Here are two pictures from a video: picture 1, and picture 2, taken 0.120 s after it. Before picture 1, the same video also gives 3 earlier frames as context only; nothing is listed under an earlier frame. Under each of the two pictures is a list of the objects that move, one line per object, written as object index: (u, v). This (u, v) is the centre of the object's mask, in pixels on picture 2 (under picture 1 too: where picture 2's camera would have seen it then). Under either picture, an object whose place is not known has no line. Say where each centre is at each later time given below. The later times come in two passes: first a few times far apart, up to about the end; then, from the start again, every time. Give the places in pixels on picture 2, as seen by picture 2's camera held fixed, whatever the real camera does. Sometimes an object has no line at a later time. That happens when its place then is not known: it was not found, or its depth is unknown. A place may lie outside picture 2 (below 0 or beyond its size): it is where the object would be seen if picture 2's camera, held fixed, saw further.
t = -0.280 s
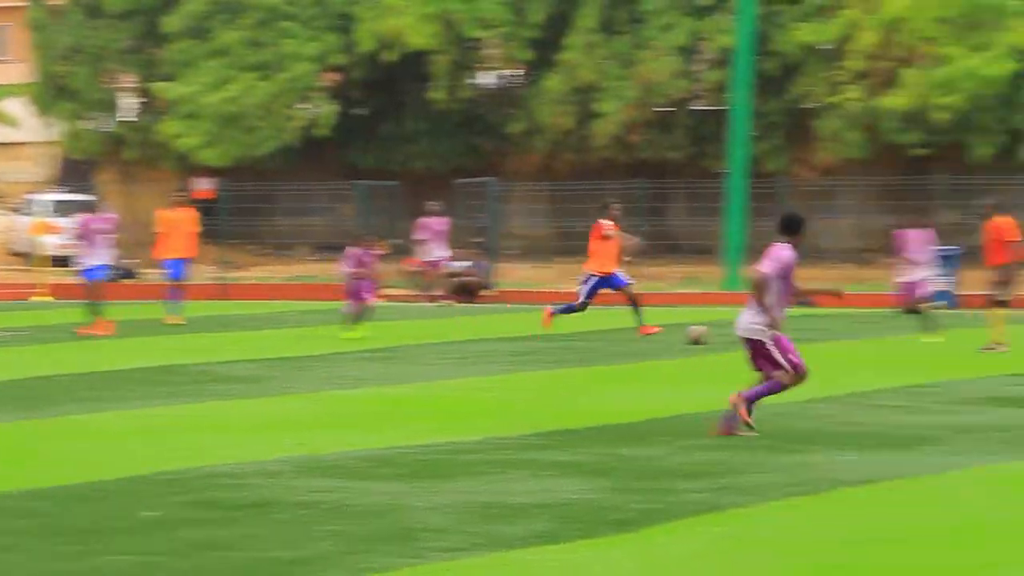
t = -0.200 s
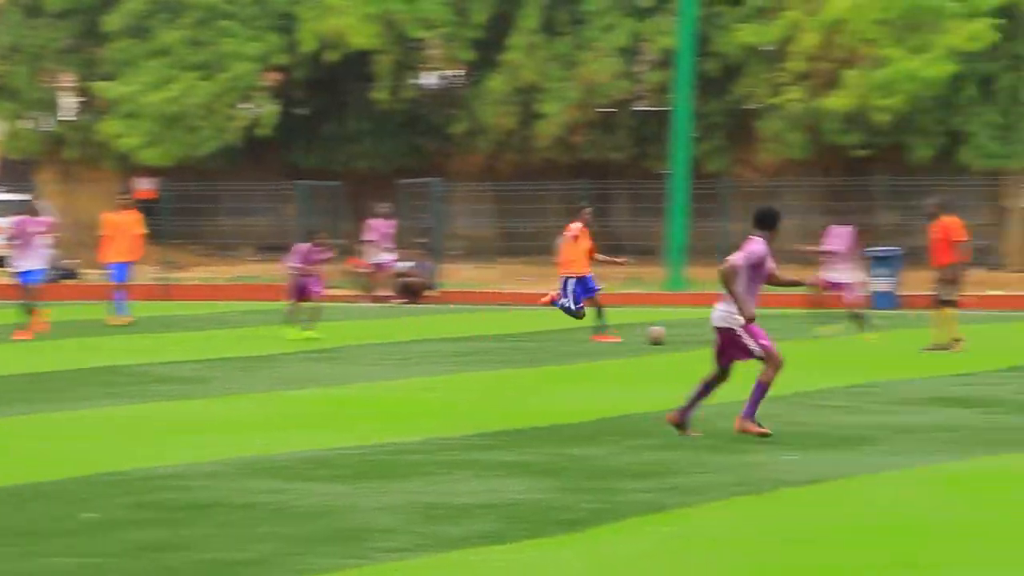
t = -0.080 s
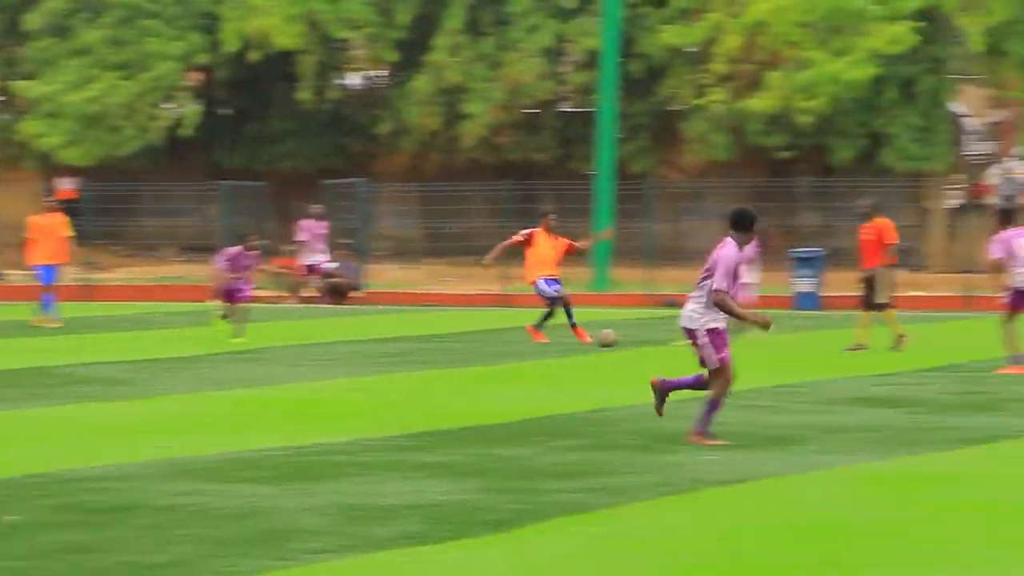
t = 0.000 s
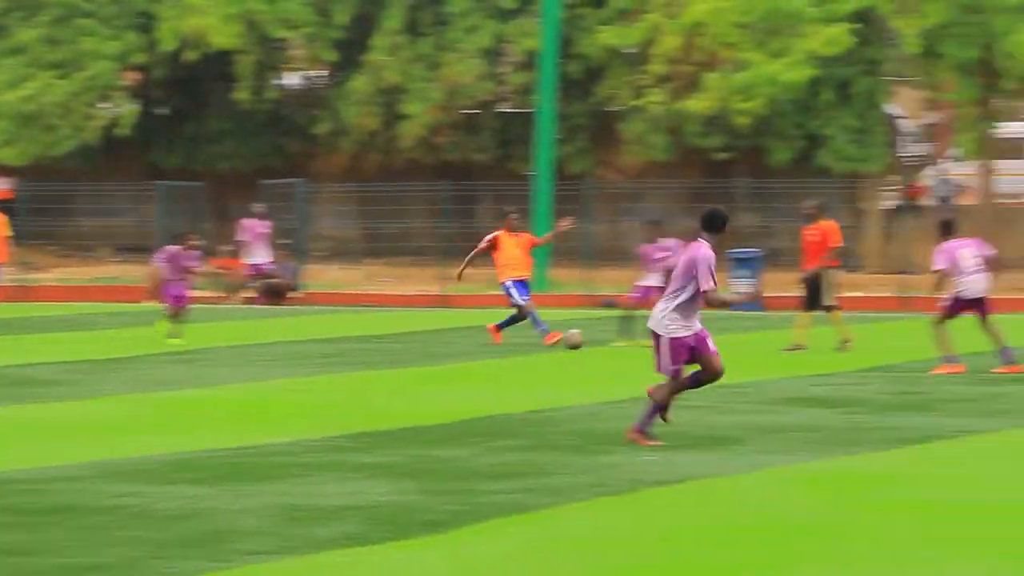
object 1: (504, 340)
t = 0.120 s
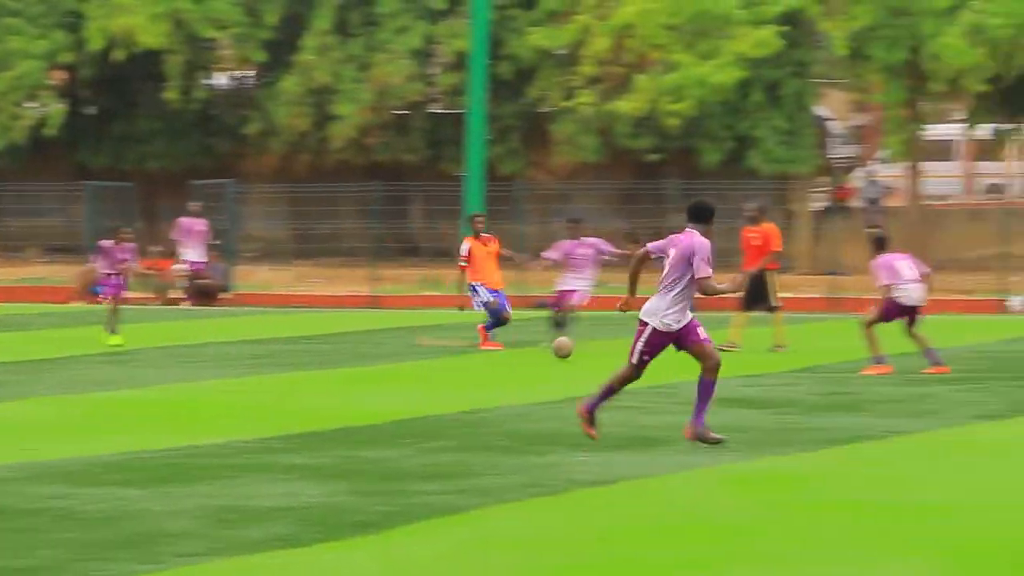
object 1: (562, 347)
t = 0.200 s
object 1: (598, 358)
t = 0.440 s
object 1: (700, 370)
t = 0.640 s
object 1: (786, 382)
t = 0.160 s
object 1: (581, 354)
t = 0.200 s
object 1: (598, 358)
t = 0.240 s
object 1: (615, 359)
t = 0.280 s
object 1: (632, 361)
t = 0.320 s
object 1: (649, 364)
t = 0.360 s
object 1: (666, 367)
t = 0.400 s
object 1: (683, 368)
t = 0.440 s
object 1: (700, 370)
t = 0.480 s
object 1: (717, 373)
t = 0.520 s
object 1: (734, 375)
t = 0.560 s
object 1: (752, 377)
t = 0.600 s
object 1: (769, 381)
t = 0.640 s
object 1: (786, 382)
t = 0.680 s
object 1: (803, 384)
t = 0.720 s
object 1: (821, 387)
